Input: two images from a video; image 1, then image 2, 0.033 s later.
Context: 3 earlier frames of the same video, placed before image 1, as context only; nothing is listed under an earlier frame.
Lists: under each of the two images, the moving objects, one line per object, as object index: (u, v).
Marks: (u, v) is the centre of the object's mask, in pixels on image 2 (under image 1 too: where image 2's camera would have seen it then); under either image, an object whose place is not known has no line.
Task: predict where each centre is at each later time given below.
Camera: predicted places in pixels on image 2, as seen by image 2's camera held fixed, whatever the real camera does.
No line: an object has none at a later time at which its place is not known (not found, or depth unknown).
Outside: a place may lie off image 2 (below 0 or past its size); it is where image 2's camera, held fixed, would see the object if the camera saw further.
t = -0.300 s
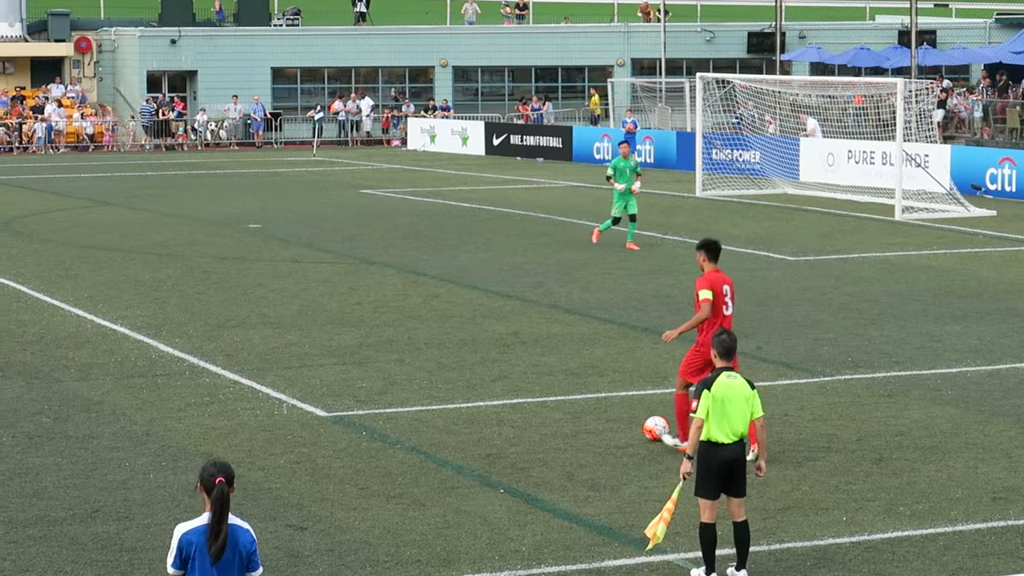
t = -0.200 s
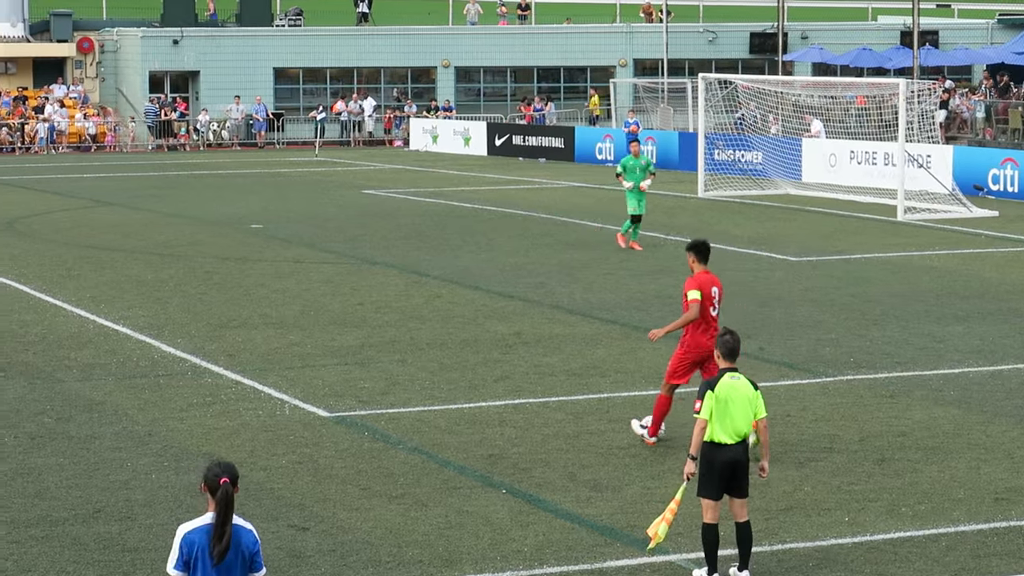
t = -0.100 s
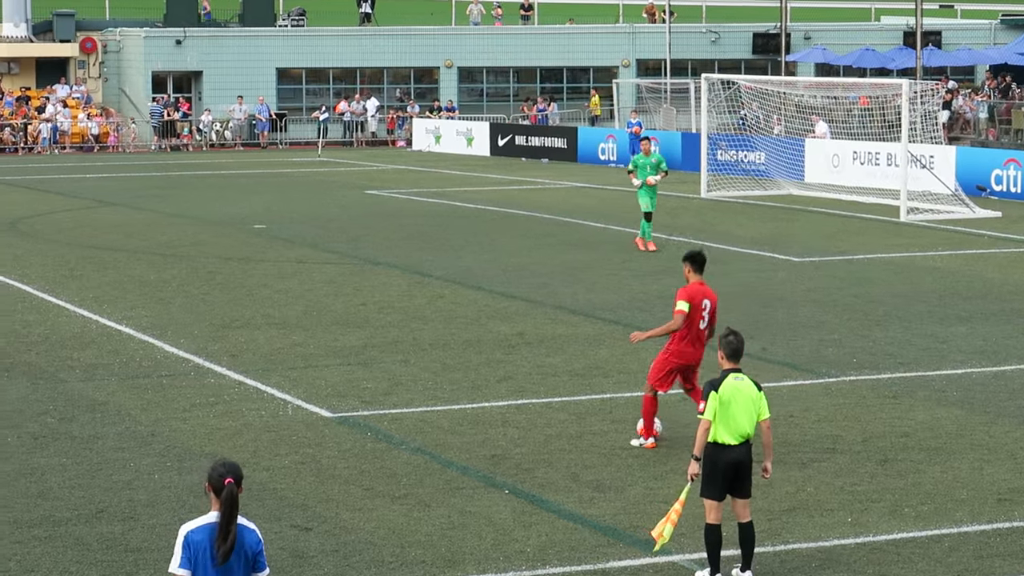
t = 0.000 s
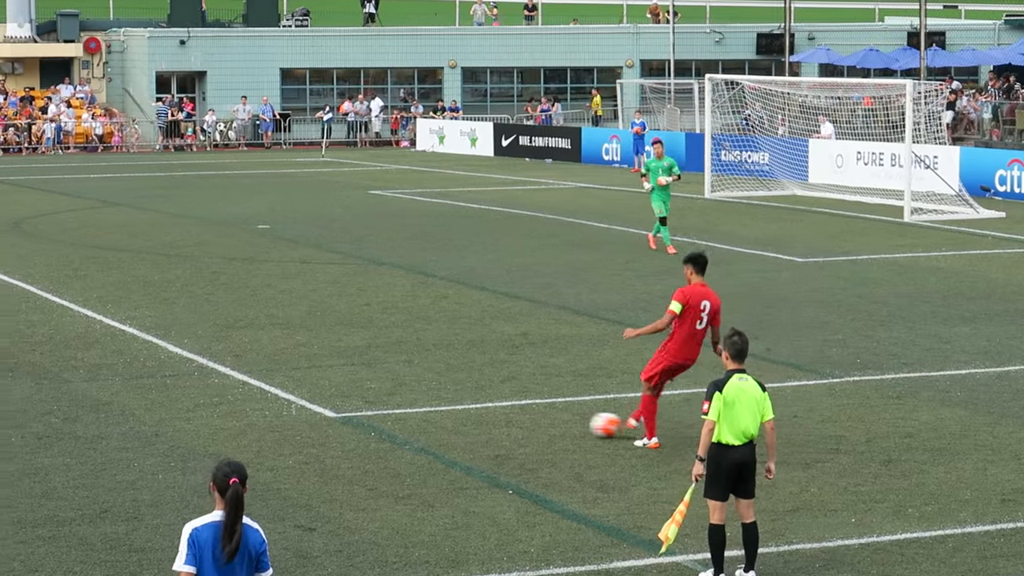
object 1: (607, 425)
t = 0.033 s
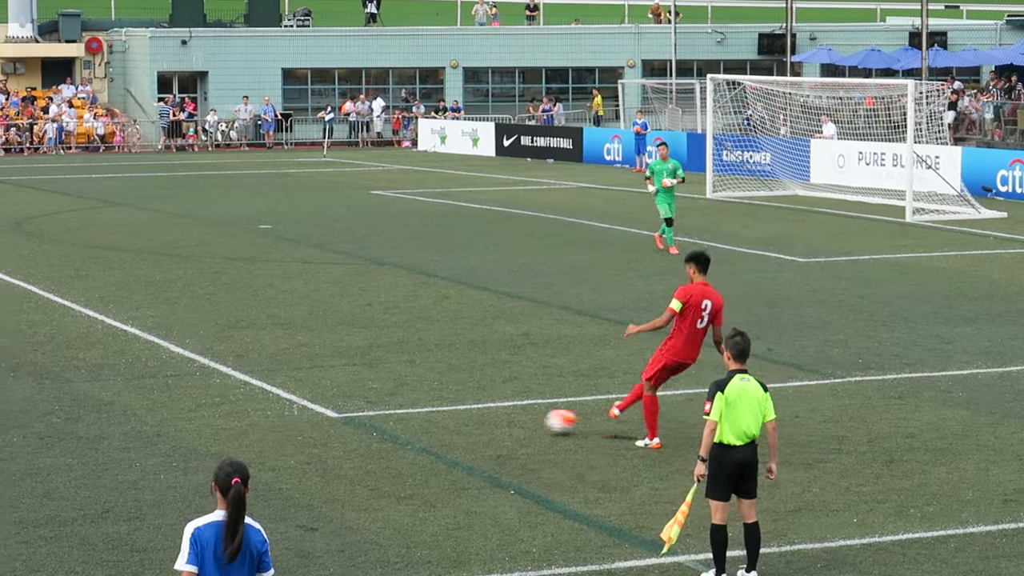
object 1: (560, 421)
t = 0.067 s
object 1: (515, 418)
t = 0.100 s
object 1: (471, 417)
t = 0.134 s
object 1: (429, 414)
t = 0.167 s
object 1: (390, 409)
